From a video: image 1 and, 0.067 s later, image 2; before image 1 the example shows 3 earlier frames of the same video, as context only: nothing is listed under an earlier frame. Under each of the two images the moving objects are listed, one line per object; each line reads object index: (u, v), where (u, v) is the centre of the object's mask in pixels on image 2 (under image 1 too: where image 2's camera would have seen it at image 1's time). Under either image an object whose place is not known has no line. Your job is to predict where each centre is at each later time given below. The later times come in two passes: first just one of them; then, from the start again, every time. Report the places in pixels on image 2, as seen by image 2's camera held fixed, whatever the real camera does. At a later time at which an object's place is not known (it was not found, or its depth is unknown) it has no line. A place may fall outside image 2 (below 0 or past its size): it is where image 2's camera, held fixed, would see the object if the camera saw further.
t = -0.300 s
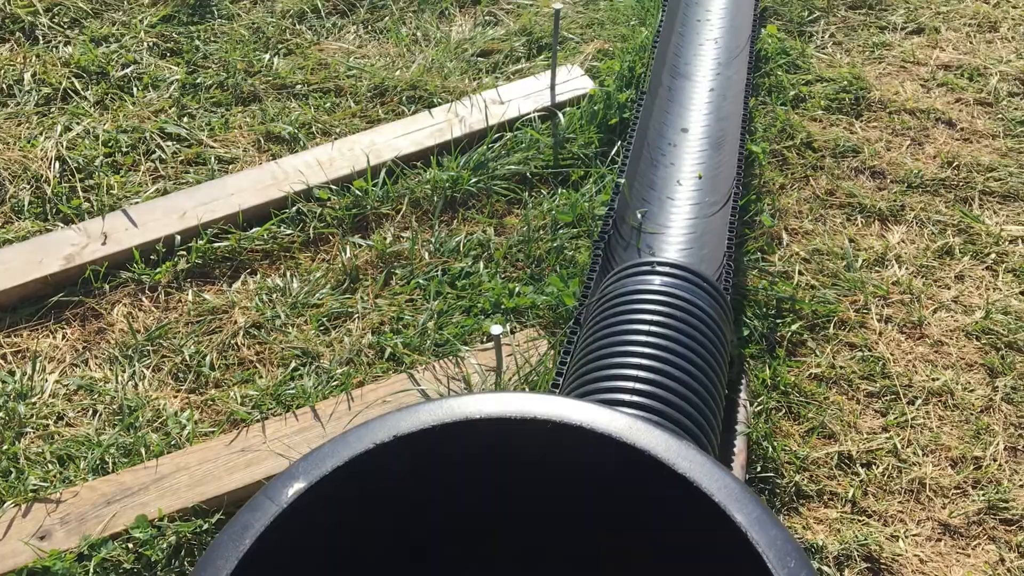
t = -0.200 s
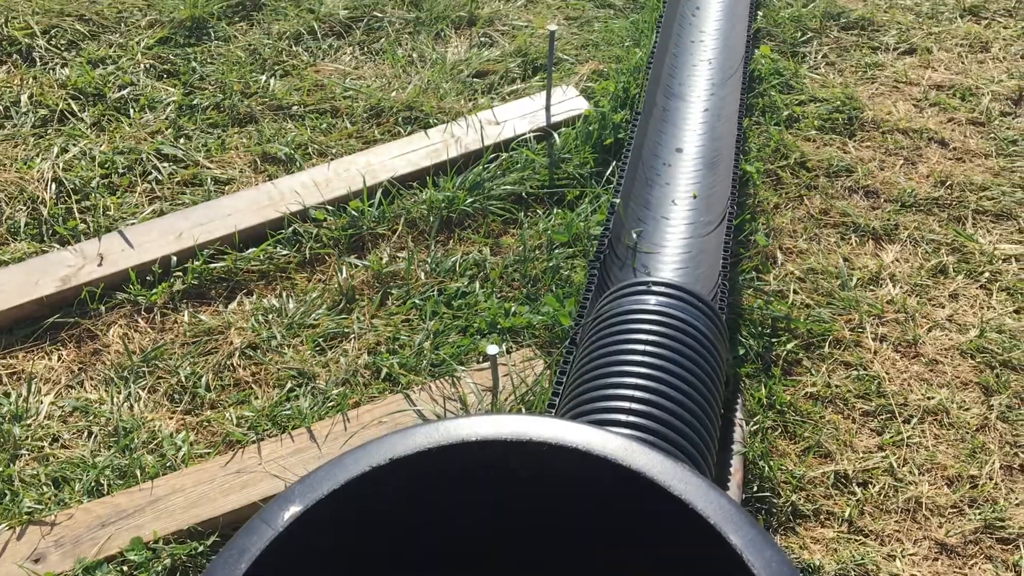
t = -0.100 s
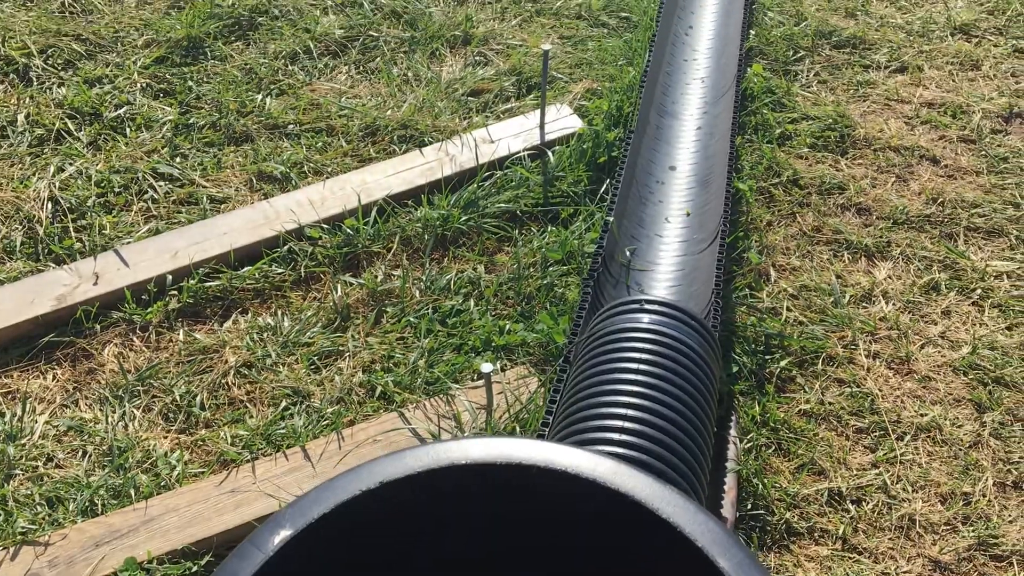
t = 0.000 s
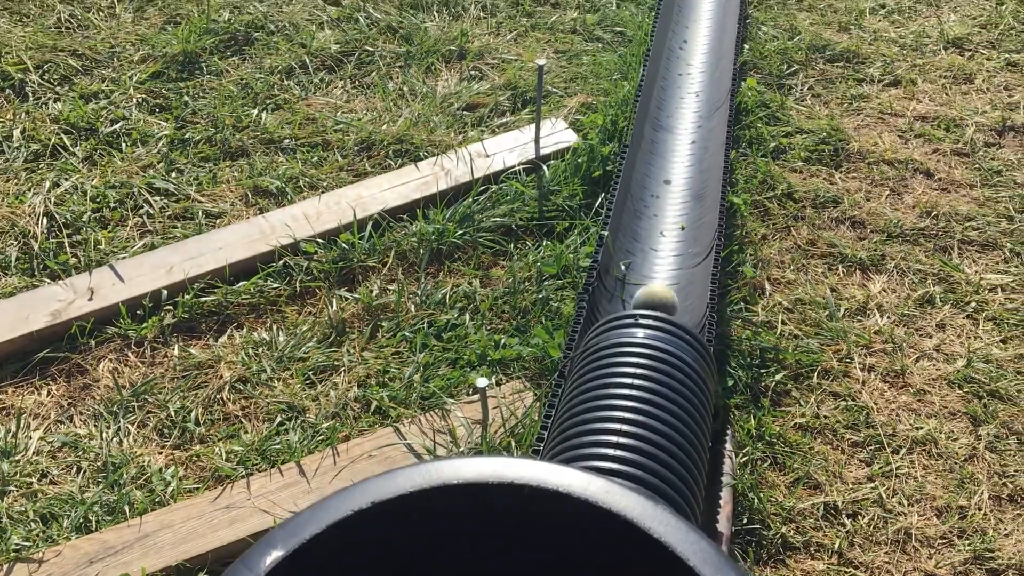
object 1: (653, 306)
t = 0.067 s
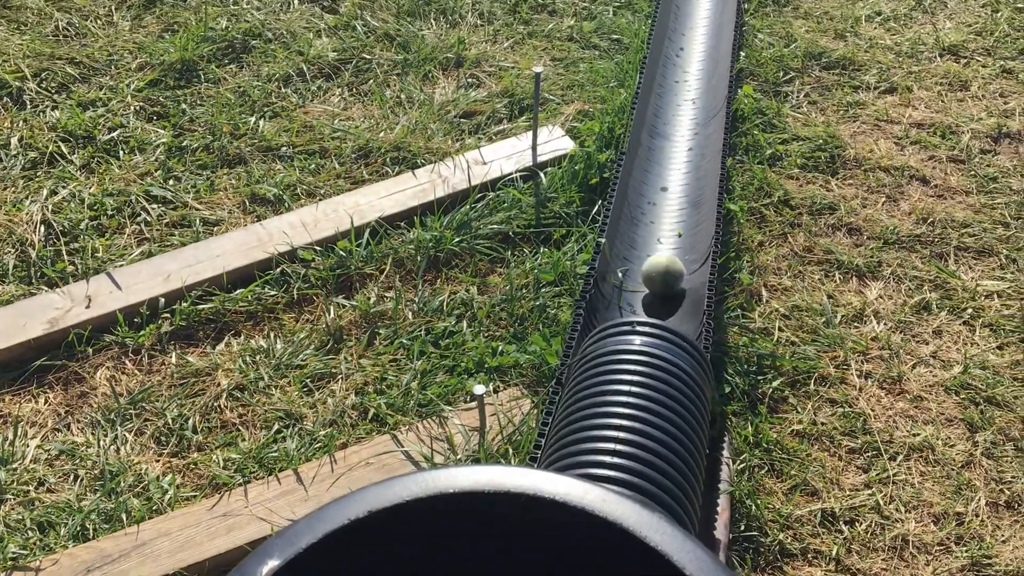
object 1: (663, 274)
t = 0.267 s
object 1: (663, 166)
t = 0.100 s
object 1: (666, 255)
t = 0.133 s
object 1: (666, 236)
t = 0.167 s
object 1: (666, 219)
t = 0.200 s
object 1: (665, 200)
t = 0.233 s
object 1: (664, 182)
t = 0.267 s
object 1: (663, 166)
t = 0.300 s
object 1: (664, 148)
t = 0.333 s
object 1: (665, 132)
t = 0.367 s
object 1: (668, 117)
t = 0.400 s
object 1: (672, 103)
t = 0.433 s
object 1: (677, 88)
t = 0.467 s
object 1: (682, 74)
